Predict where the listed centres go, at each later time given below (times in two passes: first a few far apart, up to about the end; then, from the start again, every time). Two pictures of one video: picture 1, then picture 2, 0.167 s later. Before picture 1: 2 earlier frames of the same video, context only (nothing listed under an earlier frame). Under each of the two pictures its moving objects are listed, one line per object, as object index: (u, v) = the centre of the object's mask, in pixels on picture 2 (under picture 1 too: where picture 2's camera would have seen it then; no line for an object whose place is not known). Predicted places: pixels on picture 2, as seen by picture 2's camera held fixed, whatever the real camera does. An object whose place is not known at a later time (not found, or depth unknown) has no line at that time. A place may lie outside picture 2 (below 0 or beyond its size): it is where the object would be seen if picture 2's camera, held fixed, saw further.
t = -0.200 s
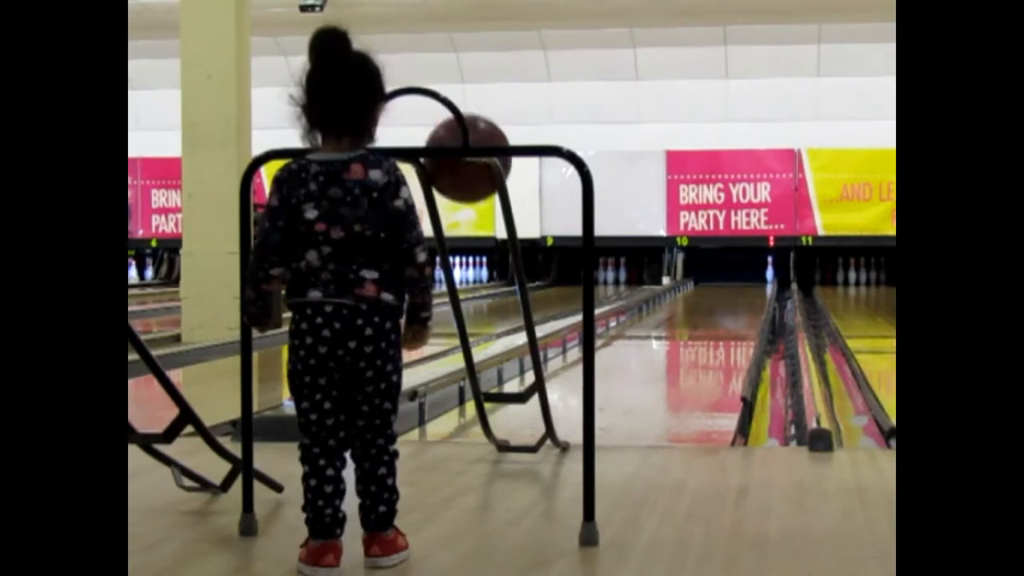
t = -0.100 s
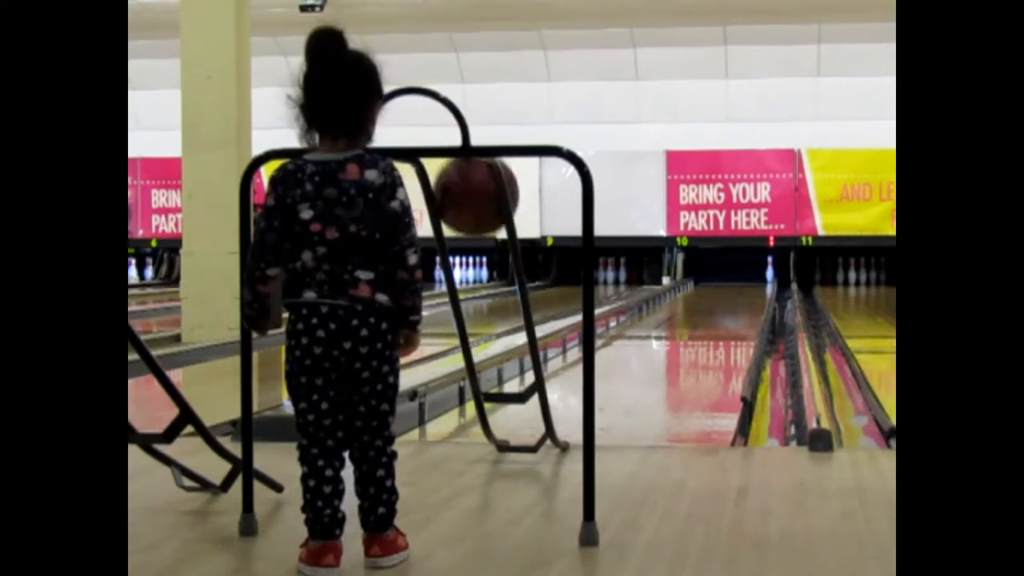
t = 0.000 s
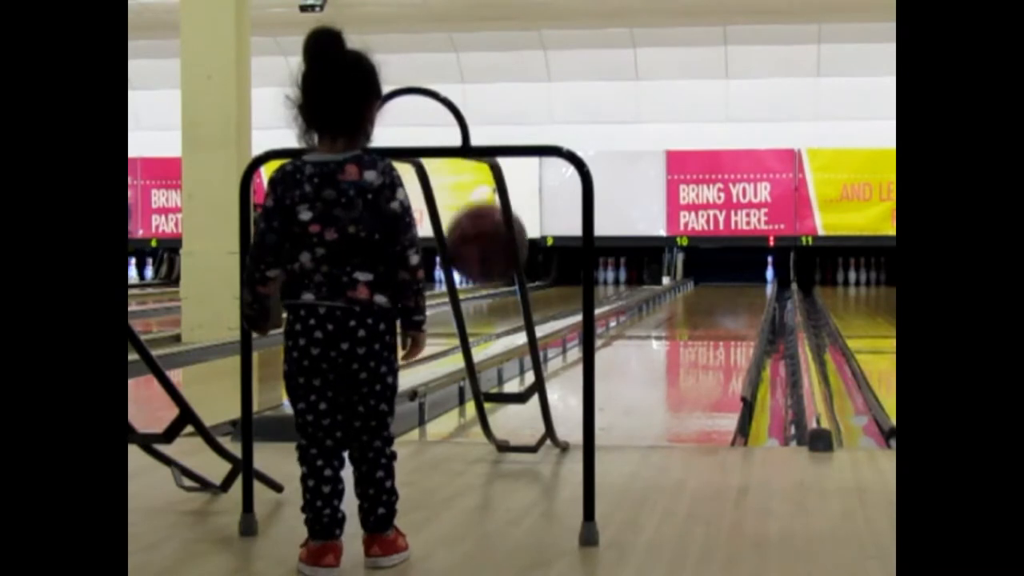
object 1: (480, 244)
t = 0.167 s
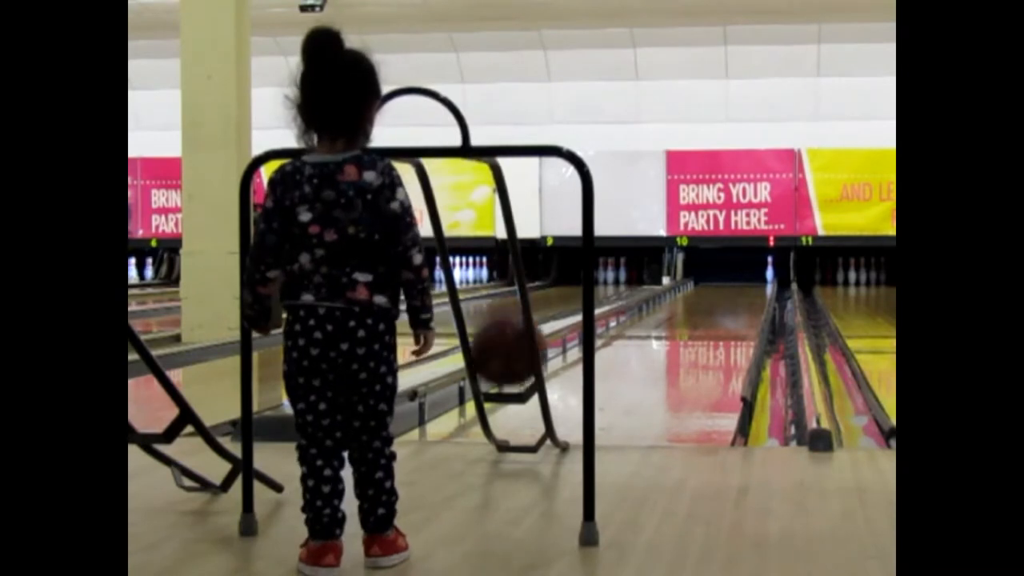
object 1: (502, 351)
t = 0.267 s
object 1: (518, 415)
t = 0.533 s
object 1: (563, 393)
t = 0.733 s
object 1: (581, 380)
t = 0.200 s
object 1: (507, 374)
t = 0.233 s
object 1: (512, 397)
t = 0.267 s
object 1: (518, 415)
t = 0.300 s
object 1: (529, 415)
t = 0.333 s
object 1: (535, 413)
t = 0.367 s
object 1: (540, 410)
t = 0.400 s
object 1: (543, 406)
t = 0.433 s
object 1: (551, 402)
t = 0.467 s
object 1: (555, 399)
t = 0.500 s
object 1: (557, 396)
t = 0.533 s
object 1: (563, 393)
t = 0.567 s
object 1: (564, 391)
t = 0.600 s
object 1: (565, 389)
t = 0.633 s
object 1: (565, 386)
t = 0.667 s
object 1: (574, 384)
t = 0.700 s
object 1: (579, 382)
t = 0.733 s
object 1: (581, 380)
